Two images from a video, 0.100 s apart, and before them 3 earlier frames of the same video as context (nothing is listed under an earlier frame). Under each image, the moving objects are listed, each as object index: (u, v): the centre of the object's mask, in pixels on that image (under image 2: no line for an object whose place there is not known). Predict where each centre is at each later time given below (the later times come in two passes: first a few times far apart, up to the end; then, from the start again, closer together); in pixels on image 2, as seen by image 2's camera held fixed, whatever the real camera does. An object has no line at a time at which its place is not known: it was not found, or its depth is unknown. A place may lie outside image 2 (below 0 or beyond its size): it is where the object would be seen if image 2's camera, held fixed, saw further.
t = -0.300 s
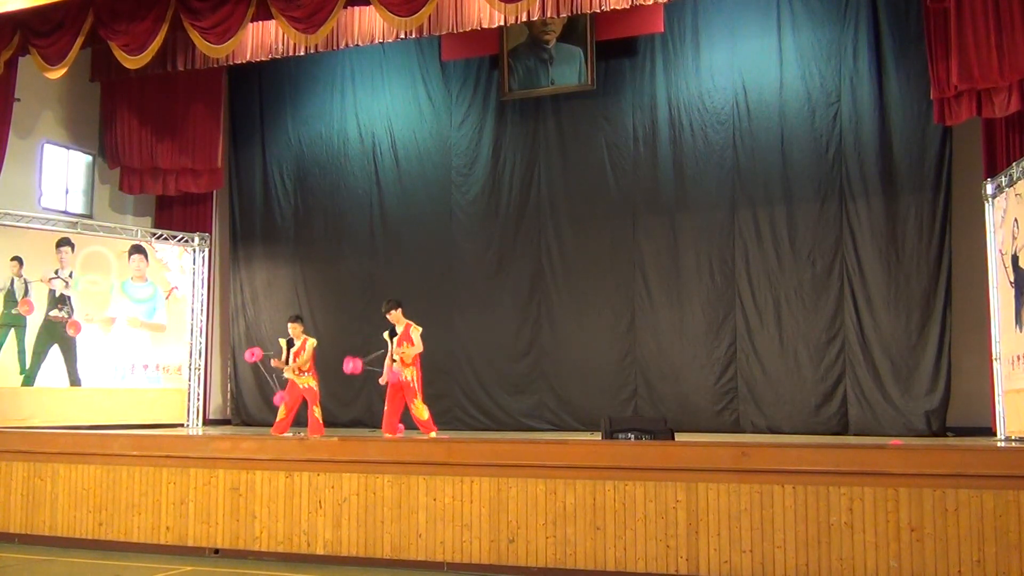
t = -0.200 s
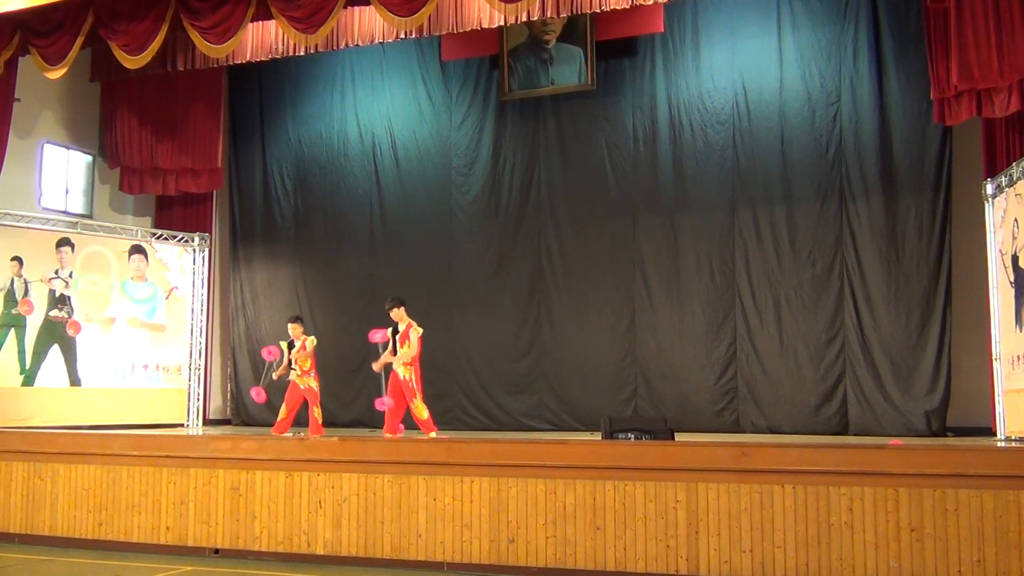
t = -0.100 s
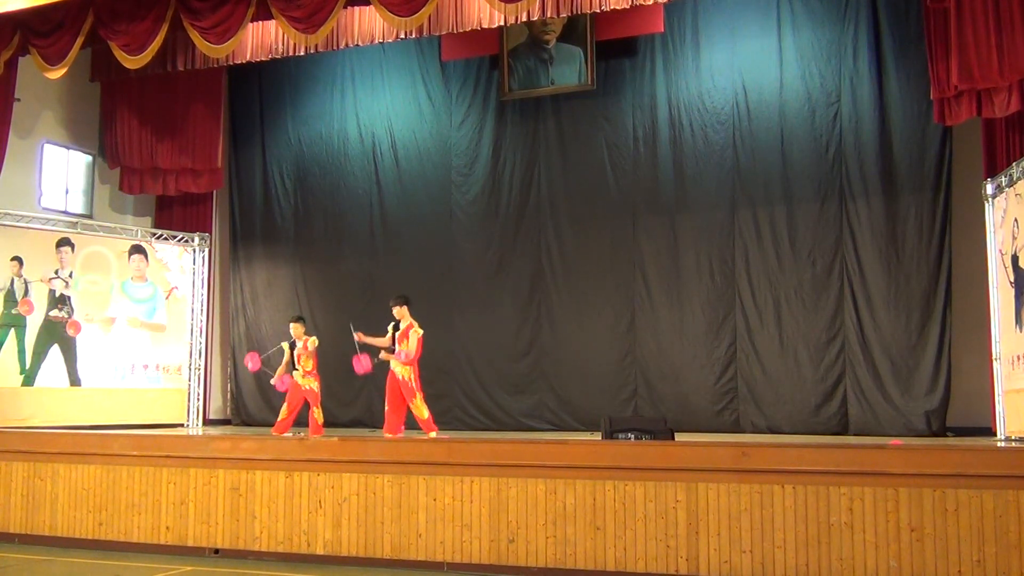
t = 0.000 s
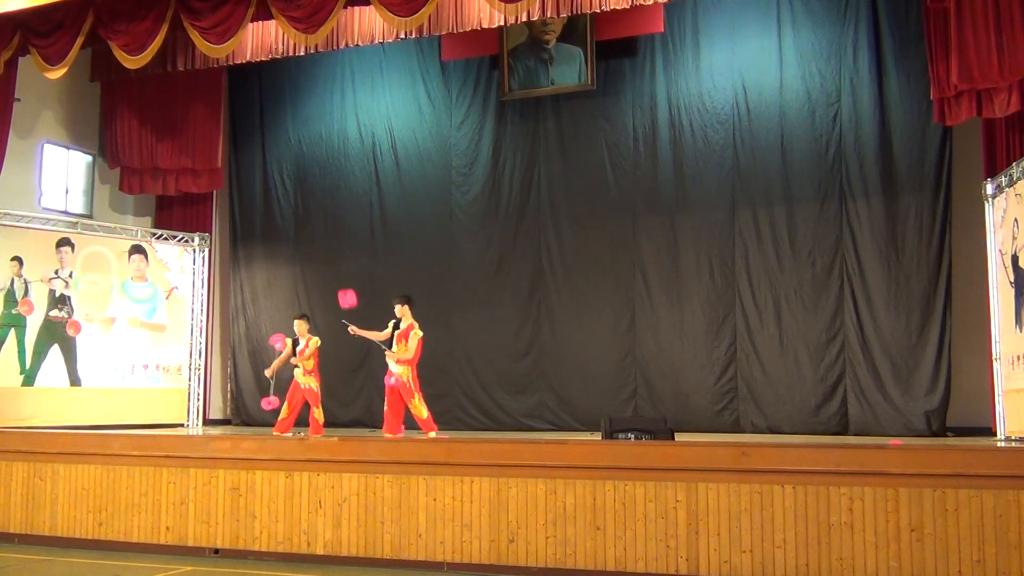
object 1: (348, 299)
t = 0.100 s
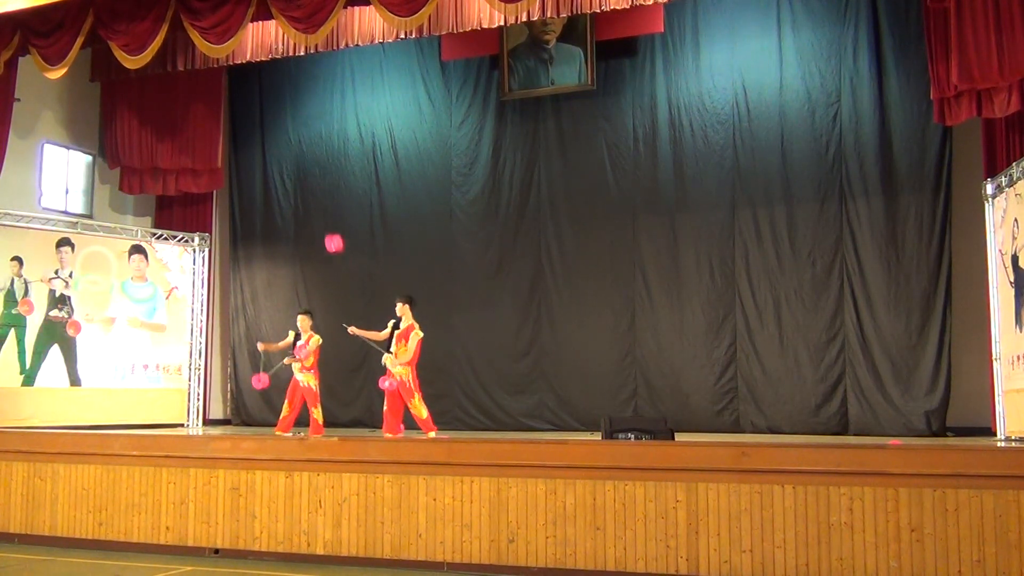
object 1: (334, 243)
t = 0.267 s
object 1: (312, 172)
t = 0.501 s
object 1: (282, 112)
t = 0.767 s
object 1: (247, 99)
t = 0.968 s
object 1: (221, 127)
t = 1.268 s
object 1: (181, 226)
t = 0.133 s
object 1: (330, 227)
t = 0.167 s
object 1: (325, 212)
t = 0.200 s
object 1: (321, 197)
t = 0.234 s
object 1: (316, 184)
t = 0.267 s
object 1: (312, 172)
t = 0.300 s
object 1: (308, 160)
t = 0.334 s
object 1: (303, 150)
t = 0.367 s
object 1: (299, 140)
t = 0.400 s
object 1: (295, 132)
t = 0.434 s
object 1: (290, 124)
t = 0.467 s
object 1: (286, 118)
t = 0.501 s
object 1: (282, 112)
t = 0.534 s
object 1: (277, 107)
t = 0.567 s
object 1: (273, 103)
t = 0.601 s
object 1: (269, 100)
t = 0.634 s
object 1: (264, 98)
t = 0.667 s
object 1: (260, 97)
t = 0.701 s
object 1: (256, 97)
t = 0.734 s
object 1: (251, 98)
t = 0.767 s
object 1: (247, 99)
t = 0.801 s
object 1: (243, 102)
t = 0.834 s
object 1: (238, 105)
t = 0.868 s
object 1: (234, 109)
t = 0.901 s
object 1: (230, 114)
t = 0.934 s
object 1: (225, 120)
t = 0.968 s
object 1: (221, 127)
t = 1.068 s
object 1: (207, 152)
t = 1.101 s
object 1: (203, 163)
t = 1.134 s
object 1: (199, 174)
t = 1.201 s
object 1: (190, 198)
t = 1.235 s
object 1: (185, 213)
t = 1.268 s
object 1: (181, 226)
